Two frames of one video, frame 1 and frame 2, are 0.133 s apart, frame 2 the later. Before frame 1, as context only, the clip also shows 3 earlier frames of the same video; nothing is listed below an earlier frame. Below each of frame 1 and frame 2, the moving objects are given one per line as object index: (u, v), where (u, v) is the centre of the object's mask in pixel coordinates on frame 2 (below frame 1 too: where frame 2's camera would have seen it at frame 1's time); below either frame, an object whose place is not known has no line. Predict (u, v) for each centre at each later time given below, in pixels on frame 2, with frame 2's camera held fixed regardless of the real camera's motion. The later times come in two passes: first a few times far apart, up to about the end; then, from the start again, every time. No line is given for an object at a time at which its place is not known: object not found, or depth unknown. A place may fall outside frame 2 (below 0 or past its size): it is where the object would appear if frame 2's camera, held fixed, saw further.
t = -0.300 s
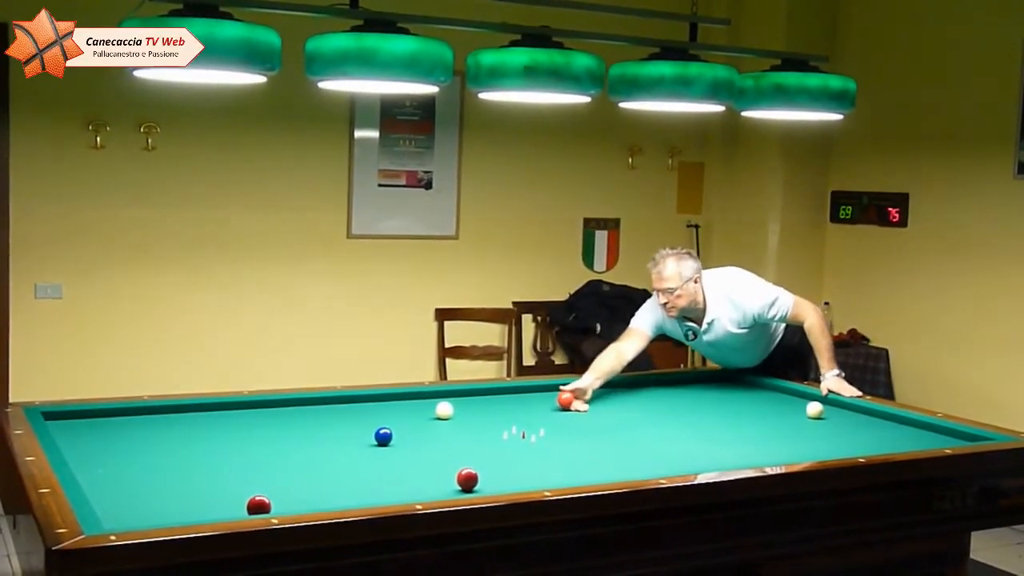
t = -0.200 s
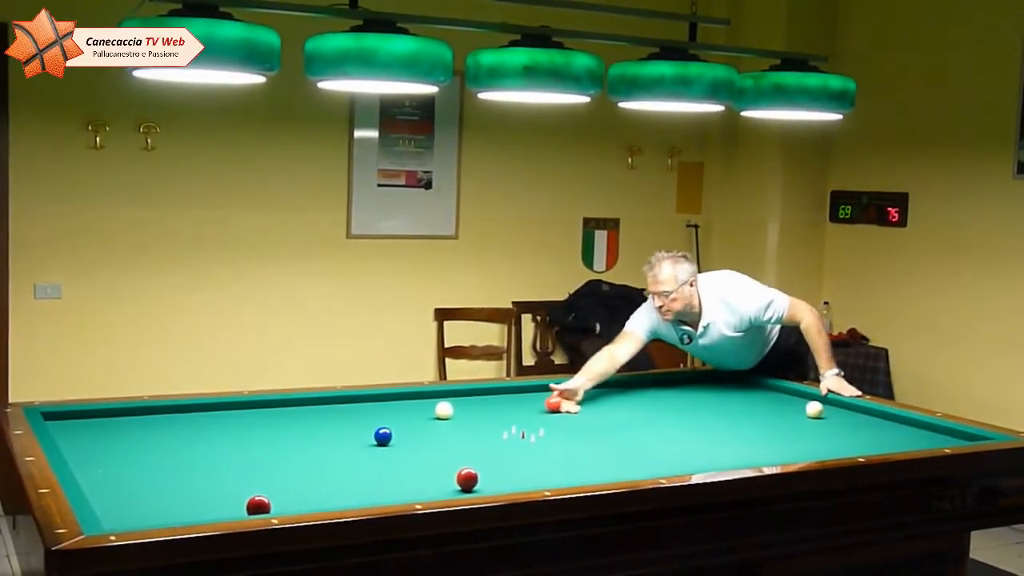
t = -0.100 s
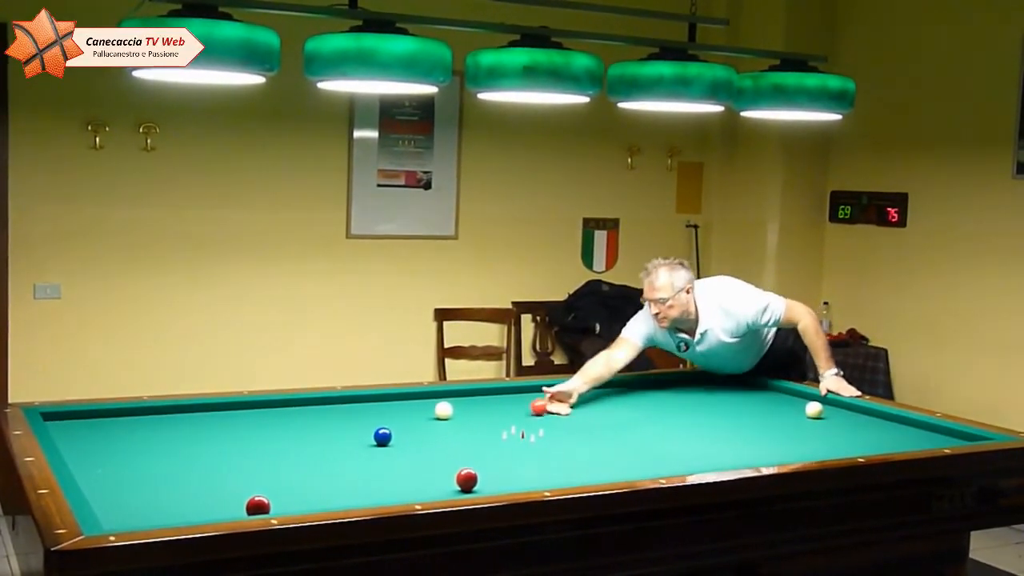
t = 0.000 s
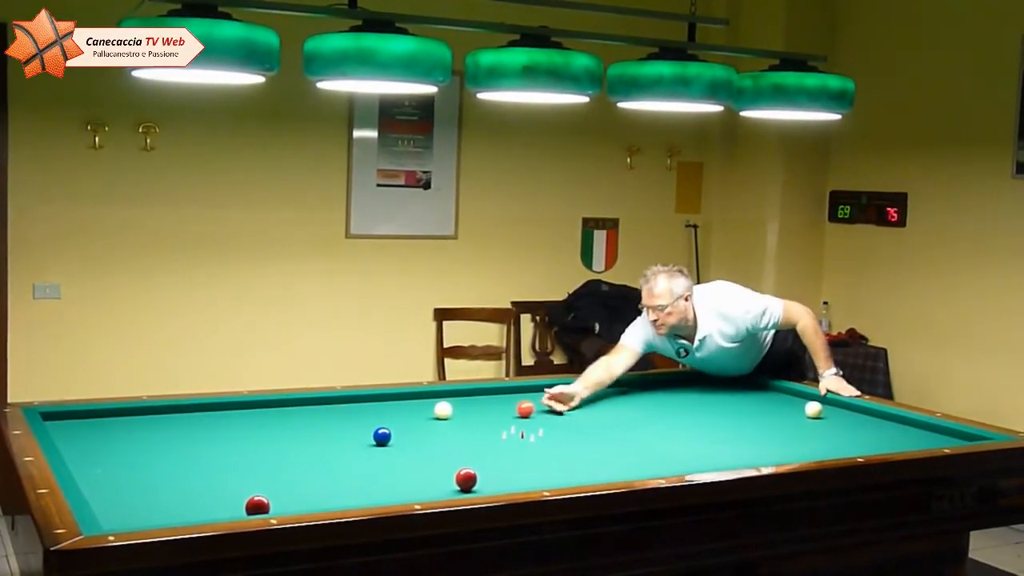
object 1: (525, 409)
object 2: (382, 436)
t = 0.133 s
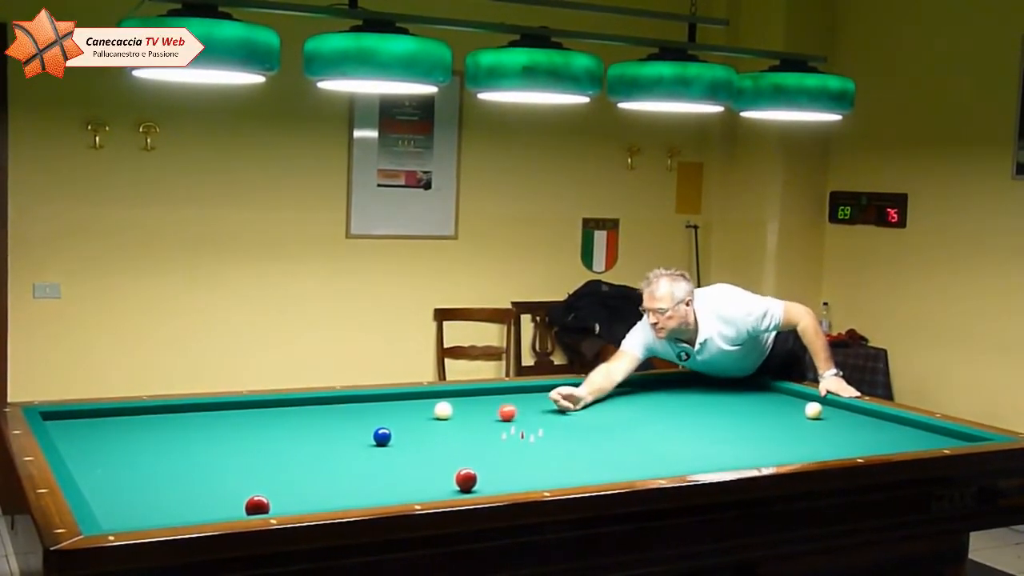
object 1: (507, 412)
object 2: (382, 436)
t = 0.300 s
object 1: (484, 416)
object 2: (382, 436)
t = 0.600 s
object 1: (442, 424)
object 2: (382, 436)
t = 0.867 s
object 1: (403, 430)
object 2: (382, 436)
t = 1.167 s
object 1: (369, 429)
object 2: (368, 443)
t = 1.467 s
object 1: (338, 433)
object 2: (351, 451)
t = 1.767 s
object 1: (309, 434)
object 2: (334, 459)
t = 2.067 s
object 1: (281, 434)
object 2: (316, 467)
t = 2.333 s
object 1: (256, 435)
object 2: (299, 475)
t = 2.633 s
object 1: (229, 435)
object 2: (281, 483)
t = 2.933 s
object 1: (203, 436)
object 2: (262, 489)
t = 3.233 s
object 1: (178, 437)
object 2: (240, 500)
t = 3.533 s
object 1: (153, 438)
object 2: (221, 509)
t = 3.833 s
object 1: (130, 438)
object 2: (200, 514)
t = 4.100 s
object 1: (110, 439)
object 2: (180, 516)
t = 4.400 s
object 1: (88, 440)
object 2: (158, 516)
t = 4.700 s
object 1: (68, 440)
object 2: (138, 517)
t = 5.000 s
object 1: (72, 439)
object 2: (120, 516)
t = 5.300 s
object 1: (81, 438)
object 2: (109, 515)
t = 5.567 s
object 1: (88, 438)
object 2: (113, 514)
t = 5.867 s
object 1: (94, 437)
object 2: (119, 513)
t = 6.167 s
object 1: (100, 436)
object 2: (123, 510)
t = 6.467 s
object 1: (105, 436)
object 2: (127, 509)
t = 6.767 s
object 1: (109, 435)
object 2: (131, 509)
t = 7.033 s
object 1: (111, 435)
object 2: (134, 509)
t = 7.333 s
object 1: (112, 435)
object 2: (135, 509)
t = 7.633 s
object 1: (113, 435)
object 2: (136, 509)
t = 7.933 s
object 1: (113, 435)
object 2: (136, 509)
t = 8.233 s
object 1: (112, 435)
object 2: (134, 509)
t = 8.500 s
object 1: (112, 435)
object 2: (134, 509)
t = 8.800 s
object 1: (112, 435)
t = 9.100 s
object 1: (112, 435)
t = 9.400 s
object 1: (111, 435)
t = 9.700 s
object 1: (111, 435)
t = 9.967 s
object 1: (111, 435)
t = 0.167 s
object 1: (503, 413)
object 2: (382, 436)
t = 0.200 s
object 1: (498, 414)
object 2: (382, 436)
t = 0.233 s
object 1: (494, 415)
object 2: (382, 436)
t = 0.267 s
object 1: (489, 415)
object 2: (382, 436)
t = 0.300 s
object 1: (484, 416)
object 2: (382, 436)
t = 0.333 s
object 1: (480, 417)
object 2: (382, 436)
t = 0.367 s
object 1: (475, 418)
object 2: (382, 436)
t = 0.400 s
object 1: (470, 418)
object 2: (382, 436)
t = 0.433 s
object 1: (465, 419)
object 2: (382, 436)
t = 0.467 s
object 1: (461, 420)
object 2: (382, 436)
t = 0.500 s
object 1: (456, 421)
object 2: (382, 436)
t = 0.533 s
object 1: (451, 422)
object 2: (382, 436)
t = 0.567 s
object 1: (447, 423)
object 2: (382, 436)
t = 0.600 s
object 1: (442, 424)
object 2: (382, 436)
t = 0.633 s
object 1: (436, 424)
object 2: (382, 436)
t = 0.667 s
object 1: (432, 425)
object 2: (382, 436)
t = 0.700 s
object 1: (427, 426)
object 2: (382, 436)
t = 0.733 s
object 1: (422, 427)
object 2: (382, 436)
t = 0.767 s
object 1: (418, 427)
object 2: (382, 436)
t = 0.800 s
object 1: (413, 428)
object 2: (382, 436)
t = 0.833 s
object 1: (408, 429)
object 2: (382, 436)
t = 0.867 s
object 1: (403, 430)
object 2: (382, 436)
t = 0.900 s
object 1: (398, 430)
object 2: (382, 436)
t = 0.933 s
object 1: (394, 430)
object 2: (382, 437)
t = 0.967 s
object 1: (391, 430)
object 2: (381, 437)
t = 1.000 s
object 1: (388, 430)
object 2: (378, 438)
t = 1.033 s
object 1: (384, 429)
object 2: (376, 439)
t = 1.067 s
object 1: (380, 429)
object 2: (374, 440)
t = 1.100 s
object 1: (377, 429)
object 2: (372, 441)
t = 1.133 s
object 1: (373, 429)
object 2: (371, 442)
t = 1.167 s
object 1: (369, 429)
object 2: (368, 443)
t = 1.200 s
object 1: (365, 430)
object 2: (367, 444)
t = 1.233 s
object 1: (361, 430)
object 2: (365, 444)
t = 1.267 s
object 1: (358, 430)
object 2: (363, 445)
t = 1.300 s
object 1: (355, 431)
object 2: (361, 446)
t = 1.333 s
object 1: (351, 431)
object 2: (359, 447)
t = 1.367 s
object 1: (348, 432)
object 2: (357, 448)
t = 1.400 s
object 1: (345, 432)
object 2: (355, 449)
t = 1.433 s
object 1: (341, 433)
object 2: (353, 450)
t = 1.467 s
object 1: (338, 433)
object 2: (351, 451)
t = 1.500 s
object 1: (335, 433)
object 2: (349, 452)
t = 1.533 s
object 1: (331, 433)
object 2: (347, 452)
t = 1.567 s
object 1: (329, 433)
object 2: (346, 453)
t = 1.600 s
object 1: (325, 433)
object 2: (344, 454)
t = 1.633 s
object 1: (322, 433)
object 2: (342, 455)
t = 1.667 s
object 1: (318, 433)
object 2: (339, 456)
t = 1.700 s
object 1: (315, 433)
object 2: (338, 457)
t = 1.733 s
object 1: (312, 434)
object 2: (336, 458)
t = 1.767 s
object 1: (309, 434)
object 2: (334, 459)
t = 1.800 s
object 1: (306, 434)
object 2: (332, 460)
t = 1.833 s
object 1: (302, 434)
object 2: (330, 461)
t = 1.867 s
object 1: (299, 434)
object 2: (328, 462)
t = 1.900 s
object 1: (296, 434)
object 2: (326, 463)
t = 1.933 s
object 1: (293, 434)
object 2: (324, 464)
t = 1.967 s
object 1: (290, 434)
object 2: (322, 464)
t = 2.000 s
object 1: (287, 434)
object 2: (320, 465)
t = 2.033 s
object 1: (284, 434)
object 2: (318, 466)
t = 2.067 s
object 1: (281, 434)
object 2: (316, 467)
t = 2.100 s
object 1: (277, 434)
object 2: (314, 468)
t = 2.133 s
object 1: (274, 434)
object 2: (312, 469)
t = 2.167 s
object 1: (271, 434)
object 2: (310, 470)
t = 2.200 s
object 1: (268, 434)
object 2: (307, 471)
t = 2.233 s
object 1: (265, 434)
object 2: (305, 472)
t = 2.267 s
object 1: (262, 434)
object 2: (303, 473)
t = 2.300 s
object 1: (259, 435)
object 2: (301, 474)
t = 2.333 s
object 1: (256, 435)
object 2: (299, 475)
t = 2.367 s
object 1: (252, 435)
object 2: (297, 476)
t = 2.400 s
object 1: (250, 435)
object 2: (295, 477)
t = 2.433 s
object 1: (247, 435)
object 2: (293, 477)
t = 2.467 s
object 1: (244, 435)
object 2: (291, 478)
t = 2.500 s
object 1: (241, 435)
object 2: (289, 479)
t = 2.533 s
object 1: (238, 435)
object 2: (287, 480)
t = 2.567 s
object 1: (235, 435)
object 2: (285, 482)
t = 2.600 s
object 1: (232, 435)
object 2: (283, 482)
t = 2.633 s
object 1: (229, 435)
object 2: (281, 483)
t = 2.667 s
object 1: (227, 435)
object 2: (279, 485)
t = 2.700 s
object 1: (223, 435)
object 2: (277, 485)
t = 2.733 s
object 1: (220, 436)
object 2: (274, 487)
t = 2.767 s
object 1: (217, 435)
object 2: (273, 487)
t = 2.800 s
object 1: (214, 436)
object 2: (270, 488)
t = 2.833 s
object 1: (211, 436)
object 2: (268, 488)
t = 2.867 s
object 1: (209, 436)
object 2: (266, 488)
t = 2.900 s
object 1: (206, 436)
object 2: (264, 489)
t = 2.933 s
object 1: (203, 436)
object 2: (262, 489)
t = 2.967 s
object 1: (200, 437)
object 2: (259, 490)
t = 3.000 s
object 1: (197, 436)
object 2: (257, 490)
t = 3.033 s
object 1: (194, 436)
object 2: (254, 491)
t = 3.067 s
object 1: (192, 437)
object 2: (251, 492)
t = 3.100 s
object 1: (189, 437)
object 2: (249, 494)
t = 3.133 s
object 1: (186, 437)
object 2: (246, 496)
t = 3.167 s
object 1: (183, 437)
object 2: (244, 497)
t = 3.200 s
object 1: (180, 437)
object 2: (242, 499)
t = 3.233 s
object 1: (178, 437)
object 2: (240, 500)
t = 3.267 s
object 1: (175, 437)
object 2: (238, 501)
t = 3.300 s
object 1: (172, 438)
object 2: (237, 503)
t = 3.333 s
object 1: (170, 437)
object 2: (235, 504)
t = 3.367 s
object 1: (167, 437)
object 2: (233, 505)
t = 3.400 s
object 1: (164, 437)
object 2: (231, 505)
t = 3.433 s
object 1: (162, 437)
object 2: (228, 506)
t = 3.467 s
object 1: (159, 437)
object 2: (226, 507)
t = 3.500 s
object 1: (156, 438)
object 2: (223, 508)
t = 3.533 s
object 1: (153, 438)
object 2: (221, 509)
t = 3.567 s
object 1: (151, 438)
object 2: (219, 509)
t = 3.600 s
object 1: (148, 438)
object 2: (216, 510)
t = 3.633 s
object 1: (145, 438)
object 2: (214, 511)
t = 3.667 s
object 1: (143, 438)
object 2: (212, 511)
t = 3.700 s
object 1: (140, 438)
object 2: (209, 512)
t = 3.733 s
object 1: (138, 438)
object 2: (207, 513)
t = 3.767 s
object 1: (135, 438)
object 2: (205, 513)
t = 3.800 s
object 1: (133, 438)
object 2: (203, 514)
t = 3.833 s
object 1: (130, 438)
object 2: (200, 514)
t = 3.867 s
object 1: (127, 438)
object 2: (198, 515)
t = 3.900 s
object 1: (125, 438)
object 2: (196, 516)
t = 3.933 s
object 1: (122, 439)
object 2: (193, 516)
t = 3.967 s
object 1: (120, 439)
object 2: (190, 516)
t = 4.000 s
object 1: (117, 439)
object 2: (188, 516)
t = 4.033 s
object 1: (115, 439)
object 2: (185, 516)
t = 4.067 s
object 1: (113, 439)
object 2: (183, 516)
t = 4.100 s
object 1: (110, 439)
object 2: (180, 516)
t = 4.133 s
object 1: (107, 439)
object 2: (177, 516)
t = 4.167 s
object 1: (105, 439)
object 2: (175, 516)
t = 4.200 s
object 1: (103, 439)
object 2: (173, 517)
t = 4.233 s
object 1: (100, 439)
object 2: (170, 516)
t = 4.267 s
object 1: (98, 440)
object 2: (168, 517)
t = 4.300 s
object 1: (96, 439)
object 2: (165, 516)
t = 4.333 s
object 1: (93, 440)
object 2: (163, 517)
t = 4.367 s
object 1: (91, 440)
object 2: (161, 517)
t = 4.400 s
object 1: (88, 440)
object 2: (158, 516)
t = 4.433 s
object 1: (86, 440)
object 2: (156, 516)
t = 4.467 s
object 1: (84, 439)
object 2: (154, 516)
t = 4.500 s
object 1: (82, 440)
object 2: (152, 517)
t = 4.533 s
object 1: (79, 440)
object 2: (150, 517)
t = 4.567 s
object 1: (77, 440)
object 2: (147, 516)
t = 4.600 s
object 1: (75, 440)
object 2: (145, 517)
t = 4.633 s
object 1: (72, 440)
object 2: (143, 517)
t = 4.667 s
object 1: (70, 440)
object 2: (141, 517)
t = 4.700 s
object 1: (68, 440)
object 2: (138, 517)
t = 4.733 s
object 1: (66, 440)
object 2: (136, 517)
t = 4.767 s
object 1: (65, 440)
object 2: (134, 517)
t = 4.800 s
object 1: (66, 440)
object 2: (132, 517)
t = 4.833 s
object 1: (67, 440)
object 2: (130, 517)
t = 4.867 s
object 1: (68, 440)
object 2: (128, 517)
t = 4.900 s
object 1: (69, 440)
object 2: (127, 517)
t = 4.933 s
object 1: (70, 440)
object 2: (125, 517)
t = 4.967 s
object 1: (71, 439)
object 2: (122, 516)
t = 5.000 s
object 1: (72, 439)
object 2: (120, 516)
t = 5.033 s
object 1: (73, 439)
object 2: (118, 516)
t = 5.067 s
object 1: (75, 439)
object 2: (116, 516)
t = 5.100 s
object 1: (75, 439)
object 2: (114, 516)
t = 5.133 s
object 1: (76, 439)
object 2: (112, 516)
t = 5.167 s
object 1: (77, 439)
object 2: (110, 516)
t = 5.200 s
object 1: (78, 438)
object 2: (109, 516)
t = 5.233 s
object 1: (79, 439)
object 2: (108, 515)
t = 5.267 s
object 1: (80, 438)
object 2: (108, 515)
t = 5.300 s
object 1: (81, 438)
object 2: (109, 515)
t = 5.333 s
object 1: (81, 438)
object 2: (109, 515)
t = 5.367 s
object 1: (82, 438)
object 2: (109, 515)
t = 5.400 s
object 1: (83, 438)
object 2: (109, 515)
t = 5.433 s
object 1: (84, 438)
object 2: (110, 515)
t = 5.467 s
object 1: (85, 438)
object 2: (111, 514)
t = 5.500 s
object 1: (86, 438)
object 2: (112, 514)
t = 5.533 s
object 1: (87, 438)
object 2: (112, 514)
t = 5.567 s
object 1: (88, 438)
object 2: (113, 514)
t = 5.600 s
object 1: (88, 438)
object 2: (113, 514)
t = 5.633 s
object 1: (89, 437)
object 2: (114, 514)
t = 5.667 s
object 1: (90, 437)
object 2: (115, 514)
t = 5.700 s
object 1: (91, 437)
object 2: (115, 514)
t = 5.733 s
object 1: (91, 437)
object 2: (115, 514)
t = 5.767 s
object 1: (92, 437)
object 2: (116, 514)
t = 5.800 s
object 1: (93, 437)
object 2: (117, 514)
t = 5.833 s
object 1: (94, 437)
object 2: (118, 513)
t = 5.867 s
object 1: (94, 437)
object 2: (119, 513)
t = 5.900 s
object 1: (95, 437)
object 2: (119, 512)
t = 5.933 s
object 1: (96, 437)
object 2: (120, 512)
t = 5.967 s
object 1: (96, 437)
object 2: (120, 512)
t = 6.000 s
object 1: (97, 437)
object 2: (121, 512)
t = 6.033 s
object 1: (98, 437)
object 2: (121, 511)
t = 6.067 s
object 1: (98, 436)
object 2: (122, 511)
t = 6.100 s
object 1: (99, 436)
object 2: (122, 511)
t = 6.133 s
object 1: (99, 437)
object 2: (123, 511)
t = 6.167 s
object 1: (100, 436)
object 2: (123, 510)
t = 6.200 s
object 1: (101, 436)
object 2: (124, 510)
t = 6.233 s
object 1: (101, 436)
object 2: (124, 511)
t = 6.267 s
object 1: (102, 436)
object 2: (125, 510)
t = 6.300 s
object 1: (102, 436)
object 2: (125, 510)
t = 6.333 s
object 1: (103, 436)
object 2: (126, 510)
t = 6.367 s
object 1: (103, 436)
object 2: (126, 510)
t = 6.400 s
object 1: (104, 436)
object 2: (126, 509)
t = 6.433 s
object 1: (104, 436)
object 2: (127, 509)
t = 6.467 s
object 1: (105, 436)
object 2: (127, 509)
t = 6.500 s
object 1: (106, 436)
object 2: (129, 509)
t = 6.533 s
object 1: (107, 436)
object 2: (130, 509)
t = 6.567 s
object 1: (107, 436)
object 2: (130, 509)
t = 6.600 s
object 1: (107, 436)
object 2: (130, 509)
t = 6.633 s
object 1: (108, 435)
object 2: (130, 509)
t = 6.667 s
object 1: (108, 435)
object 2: (130, 509)
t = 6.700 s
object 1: (108, 435)
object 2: (130, 509)
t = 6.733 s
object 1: (108, 435)
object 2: (131, 509)
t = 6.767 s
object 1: (109, 435)
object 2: (131, 509)
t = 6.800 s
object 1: (109, 435)
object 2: (131, 509)
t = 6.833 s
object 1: (110, 435)
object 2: (133, 509)
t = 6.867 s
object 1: (110, 435)
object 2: (133, 509)
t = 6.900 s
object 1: (110, 435)
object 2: (133, 509)
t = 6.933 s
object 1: (110, 435)
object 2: (133, 509)
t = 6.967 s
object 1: (111, 435)
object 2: (134, 509)
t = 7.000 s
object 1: (111, 435)
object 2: (134, 509)
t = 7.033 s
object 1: (111, 435)
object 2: (134, 509)
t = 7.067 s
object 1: (111, 435)
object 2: (134, 509)
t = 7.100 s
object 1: (111, 435)
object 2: (135, 509)
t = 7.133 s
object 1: (111, 435)
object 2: (135, 509)
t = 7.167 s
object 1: (112, 435)
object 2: (135, 509)
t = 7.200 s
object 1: (112, 435)
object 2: (135, 509)
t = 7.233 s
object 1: (112, 435)
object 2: (135, 509)
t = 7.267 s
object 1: (112, 435)
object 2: (135, 509)
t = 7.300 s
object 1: (112, 435)
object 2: (135, 509)
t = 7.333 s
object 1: (112, 435)
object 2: (135, 509)
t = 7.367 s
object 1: (112, 435)
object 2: (136, 509)
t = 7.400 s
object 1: (112, 435)
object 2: (136, 509)
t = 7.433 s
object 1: (113, 435)
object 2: (136, 509)
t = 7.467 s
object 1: (113, 435)
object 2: (136, 509)
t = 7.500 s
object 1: (113, 435)
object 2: (136, 509)
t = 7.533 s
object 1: (113, 435)
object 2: (136, 509)
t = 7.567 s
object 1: (113, 435)
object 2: (136, 509)
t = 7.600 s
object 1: (113, 435)
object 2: (136, 509)
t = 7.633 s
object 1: (113, 435)
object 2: (136, 509)
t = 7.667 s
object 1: (113, 435)
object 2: (136, 509)
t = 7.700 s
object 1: (113, 435)
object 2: (136, 509)
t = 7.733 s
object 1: (113, 435)
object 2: (136, 509)
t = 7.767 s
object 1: (113, 435)
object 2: (136, 509)
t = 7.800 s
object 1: (113, 435)
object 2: (136, 509)
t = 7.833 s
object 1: (113, 435)
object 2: (136, 509)
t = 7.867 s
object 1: (113, 435)
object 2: (136, 509)
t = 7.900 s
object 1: (113, 435)
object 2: (136, 509)
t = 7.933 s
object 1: (113, 435)
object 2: (136, 509)
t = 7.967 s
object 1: (113, 435)
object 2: (135, 509)
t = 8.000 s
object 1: (112, 435)
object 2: (135, 509)
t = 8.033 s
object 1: (112, 435)
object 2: (135, 509)
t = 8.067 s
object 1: (112, 435)
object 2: (135, 509)
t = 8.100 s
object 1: (112, 435)
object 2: (135, 509)
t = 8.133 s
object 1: (112, 435)
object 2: (135, 509)
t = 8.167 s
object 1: (112, 435)
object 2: (134, 509)
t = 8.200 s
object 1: (112, 435)
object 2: (135, 509)
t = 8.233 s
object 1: (112, 435)
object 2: (134, 509)
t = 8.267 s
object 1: (112, 435)
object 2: (134, 509)
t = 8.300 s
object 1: (112, 435)
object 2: (134, 509)
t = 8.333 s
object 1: (112, 435)
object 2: (134, 509)
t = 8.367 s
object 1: (112, 435)
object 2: (134, 509)
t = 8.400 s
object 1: (112, 435)
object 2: (134, 509)
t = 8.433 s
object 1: (112, 435)
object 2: (134, 509)
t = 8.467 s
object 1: (112, 435)
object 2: (134, 509)
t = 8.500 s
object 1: (112, 435)
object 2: (134, 509)
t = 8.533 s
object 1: (112, 435)
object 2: (134, 509)
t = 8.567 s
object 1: (112, 435)
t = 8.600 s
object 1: (112, 435)
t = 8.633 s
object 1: (112, 435)
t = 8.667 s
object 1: (112, 435)
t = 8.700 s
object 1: (112, 435)
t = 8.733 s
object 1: (112, 435)
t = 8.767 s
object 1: (112, 435)
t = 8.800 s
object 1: (112, 435)
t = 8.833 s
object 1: (112, 435)
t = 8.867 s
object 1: (112, 435)
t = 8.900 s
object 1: (112, 435)
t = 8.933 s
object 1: (112, 435)
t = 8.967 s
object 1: (111, 435)
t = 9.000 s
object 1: (111, 435)
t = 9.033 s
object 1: (111, 435)
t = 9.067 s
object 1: (111, 435)
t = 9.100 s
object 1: (112, 435)
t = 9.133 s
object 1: (111, 435)
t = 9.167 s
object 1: (111, 435)
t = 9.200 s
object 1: (111, 435)
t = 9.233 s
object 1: (111, 436)
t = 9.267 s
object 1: (111, 436)
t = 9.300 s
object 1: (111, 435)
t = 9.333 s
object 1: (111, 435)
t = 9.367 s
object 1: (111, 435)
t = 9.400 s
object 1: (111, 435)
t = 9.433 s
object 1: (111, 435)
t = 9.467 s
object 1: (111, 435)
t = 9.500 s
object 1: (111, 435)
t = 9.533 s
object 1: (111, 435)
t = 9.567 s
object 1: (111, 435)
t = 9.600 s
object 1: (111, 435)
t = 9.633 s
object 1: (111, 435)
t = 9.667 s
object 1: (111, 435)
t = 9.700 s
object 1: (111, 435)
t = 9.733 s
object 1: (112, 435)
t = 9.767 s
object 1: (111, 435)
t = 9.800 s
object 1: (112, 435)
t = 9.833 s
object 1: (111, 435)
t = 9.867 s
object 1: (111, 435)
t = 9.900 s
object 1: (111, 435)
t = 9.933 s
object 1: (111, 435)
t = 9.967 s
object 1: (111, 435)
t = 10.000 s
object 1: (111, 435)
